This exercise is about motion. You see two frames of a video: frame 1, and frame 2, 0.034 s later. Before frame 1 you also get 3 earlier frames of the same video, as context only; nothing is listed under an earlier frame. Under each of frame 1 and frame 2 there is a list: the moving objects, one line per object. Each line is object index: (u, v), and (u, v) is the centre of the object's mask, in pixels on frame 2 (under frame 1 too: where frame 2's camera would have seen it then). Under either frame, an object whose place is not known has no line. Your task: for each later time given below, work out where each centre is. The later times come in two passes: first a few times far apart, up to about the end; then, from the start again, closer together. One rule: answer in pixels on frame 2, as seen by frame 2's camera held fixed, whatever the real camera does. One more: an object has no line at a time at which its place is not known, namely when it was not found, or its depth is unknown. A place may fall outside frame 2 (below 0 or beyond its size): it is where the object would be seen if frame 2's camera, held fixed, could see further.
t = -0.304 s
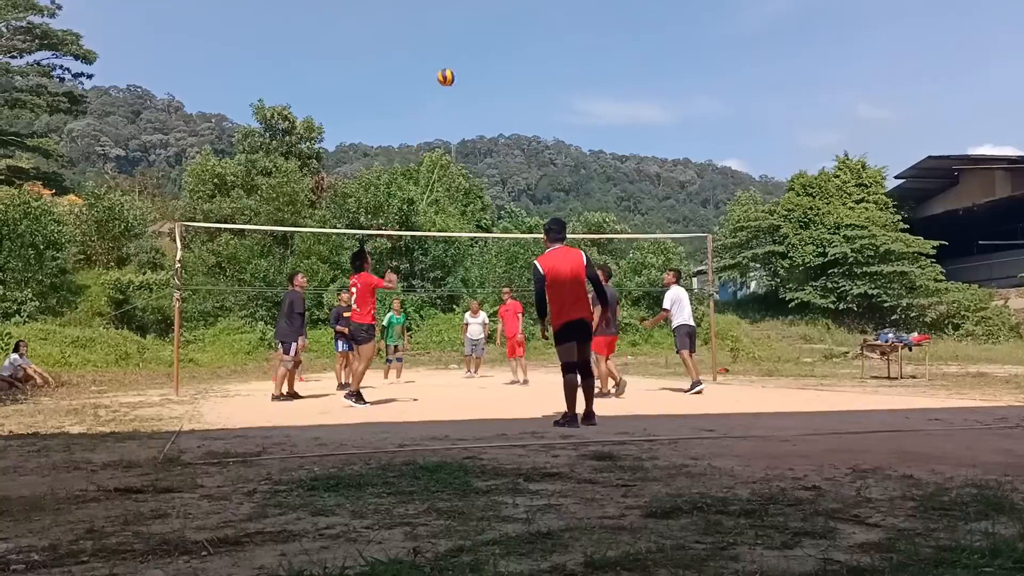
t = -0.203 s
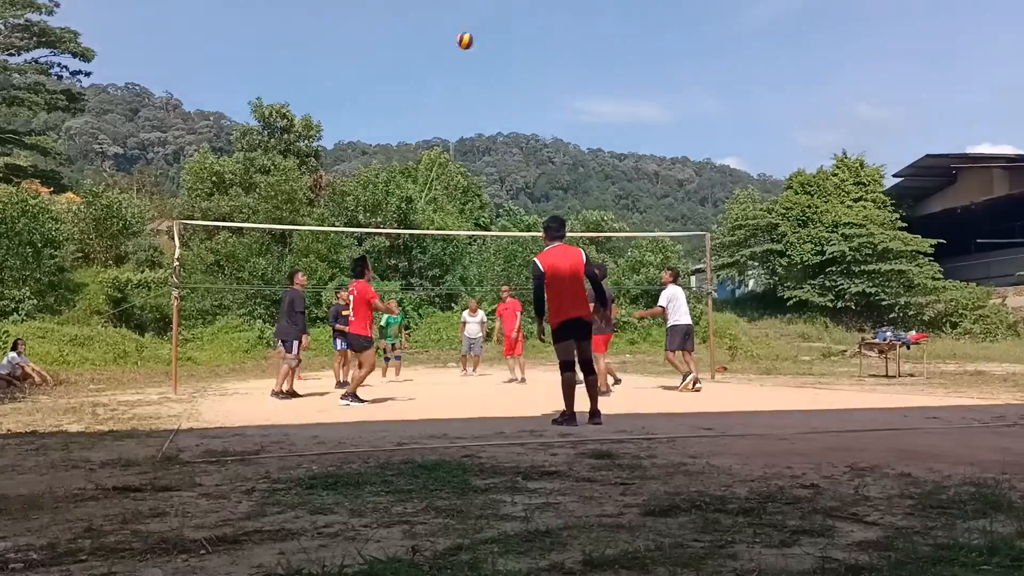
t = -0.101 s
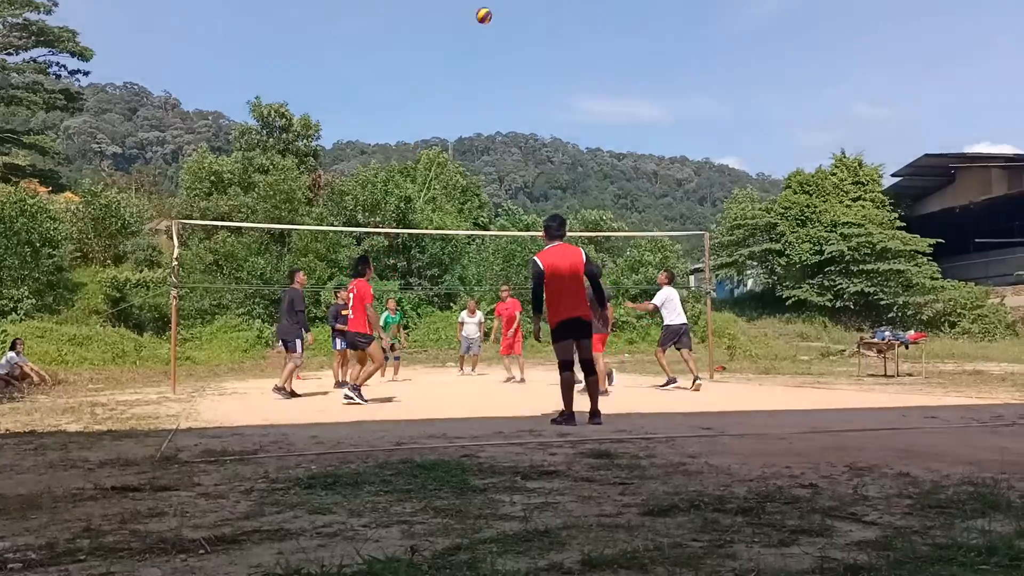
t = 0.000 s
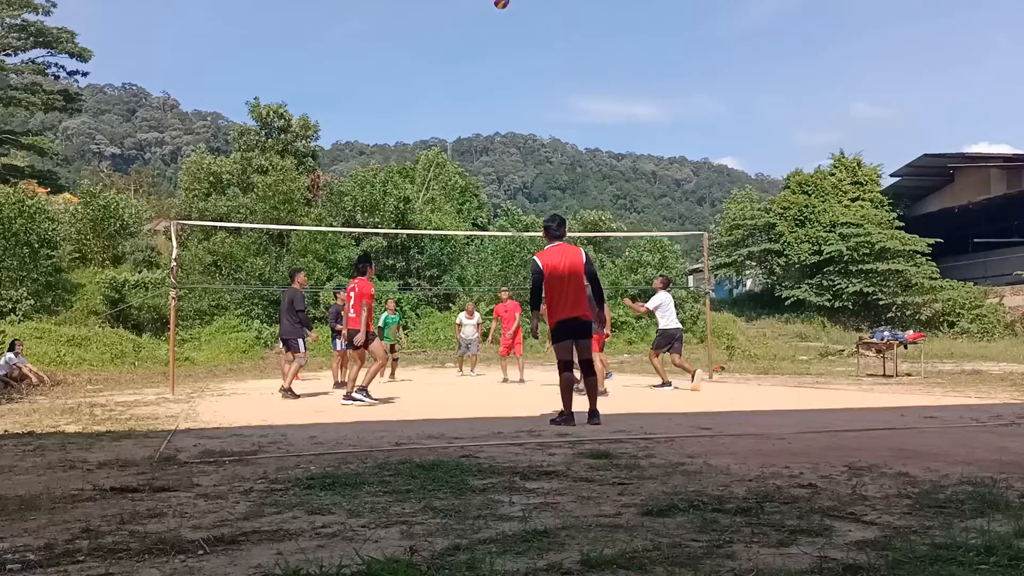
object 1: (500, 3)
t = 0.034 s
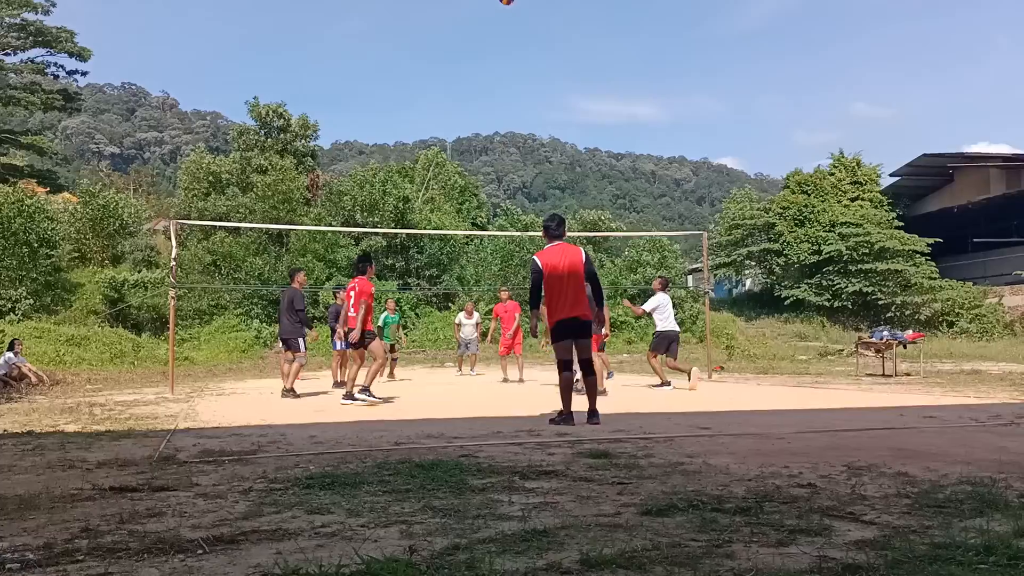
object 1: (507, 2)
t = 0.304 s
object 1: (551, 6)
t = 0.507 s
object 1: (581, 35)
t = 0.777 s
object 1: (618, 115)
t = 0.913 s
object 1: (633, 168)
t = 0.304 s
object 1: (551, 6)
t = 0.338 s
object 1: (556, 8)
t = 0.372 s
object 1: (562, 11)
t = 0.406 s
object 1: (567, 15)
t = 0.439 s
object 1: (572, 21)
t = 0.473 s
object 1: (576, 27)
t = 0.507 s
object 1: (581, 35)
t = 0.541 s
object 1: (586, 43)
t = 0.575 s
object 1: (591, 51)
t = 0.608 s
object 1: (596, 61)
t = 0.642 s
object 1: (600, 71)
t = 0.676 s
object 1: (604, 81)
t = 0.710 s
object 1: (609, 92)
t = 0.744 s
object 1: (614, 103)
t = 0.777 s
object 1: (618, 115)
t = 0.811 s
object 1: (623, 128)
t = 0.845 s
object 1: (627, 140)
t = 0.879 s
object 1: (631, 154)
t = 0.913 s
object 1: (633, 168)
